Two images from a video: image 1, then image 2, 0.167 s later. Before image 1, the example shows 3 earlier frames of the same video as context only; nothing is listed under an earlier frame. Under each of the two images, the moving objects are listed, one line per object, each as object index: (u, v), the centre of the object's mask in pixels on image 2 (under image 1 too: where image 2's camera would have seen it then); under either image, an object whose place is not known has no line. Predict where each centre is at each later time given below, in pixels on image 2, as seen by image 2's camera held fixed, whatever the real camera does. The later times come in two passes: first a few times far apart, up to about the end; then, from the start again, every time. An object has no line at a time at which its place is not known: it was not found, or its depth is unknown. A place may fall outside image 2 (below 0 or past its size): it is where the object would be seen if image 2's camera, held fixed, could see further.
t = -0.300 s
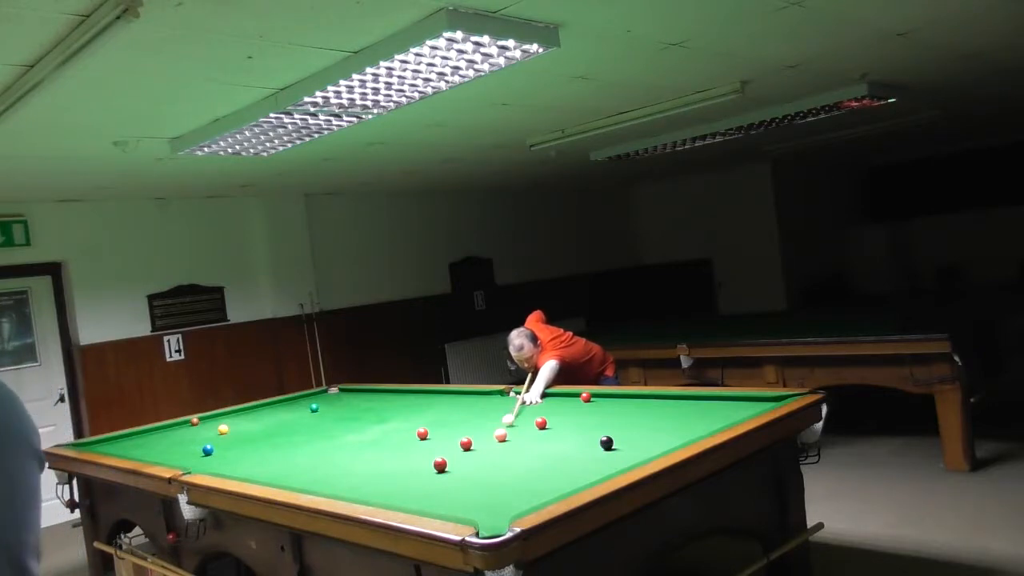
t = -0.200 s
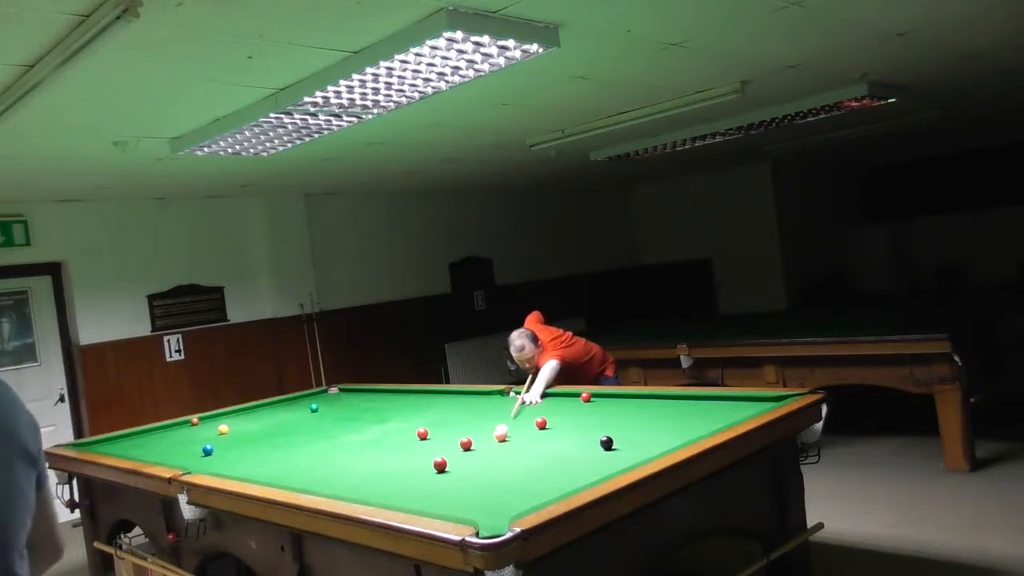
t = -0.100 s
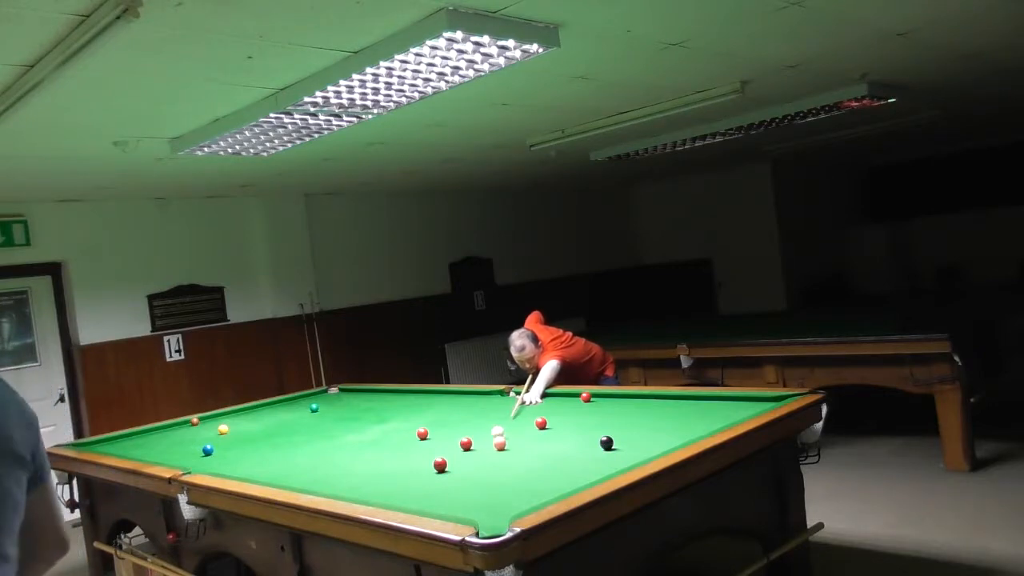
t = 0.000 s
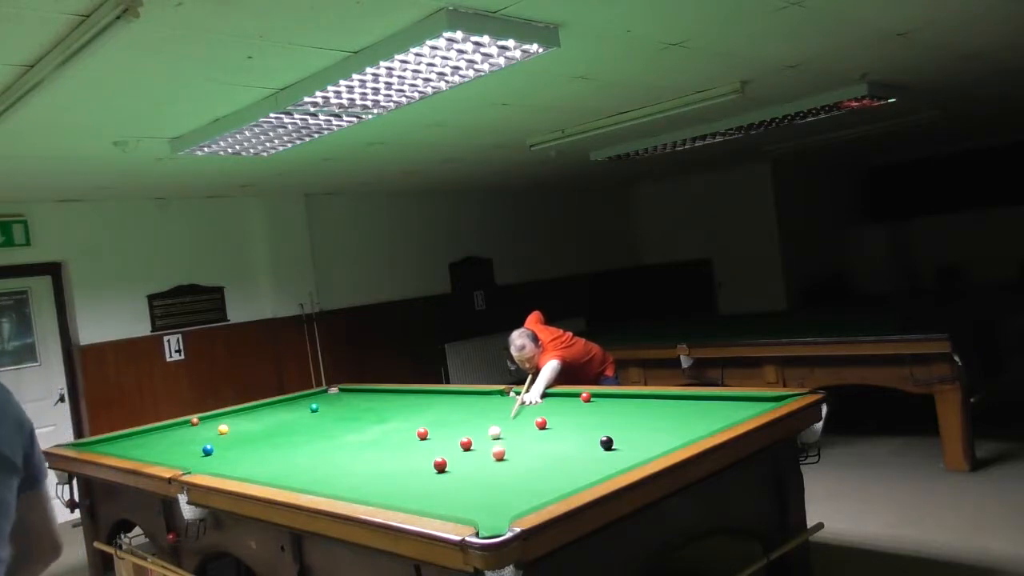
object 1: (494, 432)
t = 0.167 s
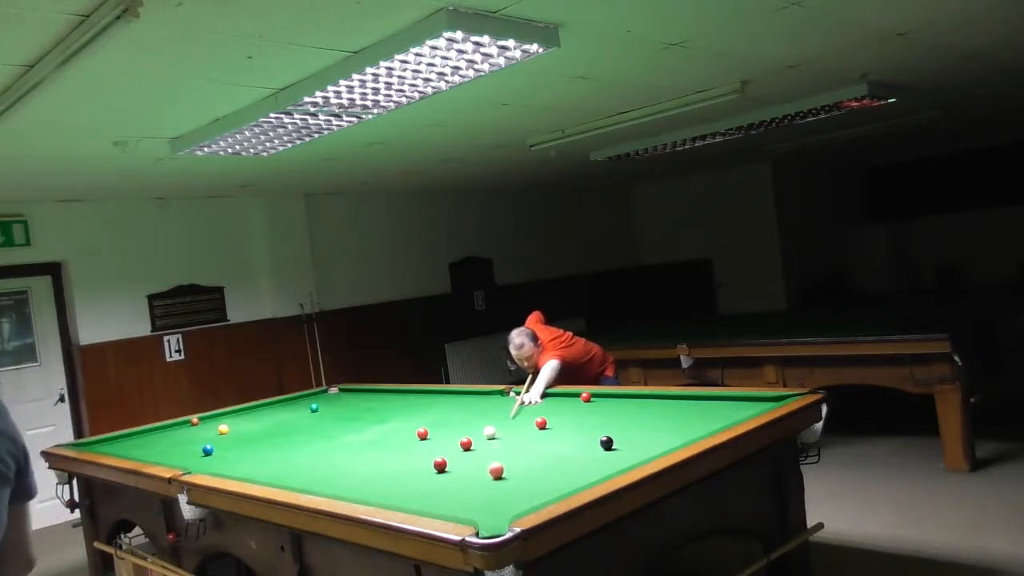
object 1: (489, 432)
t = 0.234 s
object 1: (488, 432)
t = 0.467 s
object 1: (483, 432)
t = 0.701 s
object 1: (479, 432)
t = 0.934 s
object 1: (477, 432)
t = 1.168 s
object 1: (475, 432)
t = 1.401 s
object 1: (475, 432)
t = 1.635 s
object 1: (475, 432)
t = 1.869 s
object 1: (474, 432)
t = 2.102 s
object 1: (474, 432)
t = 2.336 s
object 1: (474, 432)
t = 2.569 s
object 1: (474, 432)
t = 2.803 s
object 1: (475, 433)
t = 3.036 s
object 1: (475, 432)
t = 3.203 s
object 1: (475, 432)
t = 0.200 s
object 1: (489, 432)
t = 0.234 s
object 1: (488, 432)
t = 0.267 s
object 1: (487, 432)
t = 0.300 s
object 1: (487, 432)
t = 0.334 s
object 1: (486, 432)
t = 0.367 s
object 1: (485, 432)
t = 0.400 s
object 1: (485, 432)
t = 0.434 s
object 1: (484, 432)
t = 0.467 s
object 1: (483, 432)
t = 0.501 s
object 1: (483, 432)
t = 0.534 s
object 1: (482, 432)
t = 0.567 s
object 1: (482, 432)
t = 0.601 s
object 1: (481, 432)
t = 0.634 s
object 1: (481, 432)
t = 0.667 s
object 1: (480, 432)
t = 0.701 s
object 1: (479, 432)
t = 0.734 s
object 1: (479, 432)
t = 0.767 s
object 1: (478, 432)
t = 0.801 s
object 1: (479, 432)
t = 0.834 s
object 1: (478, 432)
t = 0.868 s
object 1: (477, 432)
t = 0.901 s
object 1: (477, 432)
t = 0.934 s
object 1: (477, 432)
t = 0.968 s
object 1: (477, 432)
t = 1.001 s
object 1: (477, 432)
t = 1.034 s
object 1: (476, 432)
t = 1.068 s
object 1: (476, 432)
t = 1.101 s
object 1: (476, 432)
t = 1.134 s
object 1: (476, 432)
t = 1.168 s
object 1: (475, 432)
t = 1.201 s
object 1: (475, 432)
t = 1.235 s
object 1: (475, 432)
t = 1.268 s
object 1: (475, 432)
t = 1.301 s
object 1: (475, 432)
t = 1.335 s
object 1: (475, 432)
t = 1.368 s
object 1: (475, 432)
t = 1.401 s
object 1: (475, 432)
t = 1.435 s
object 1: (475, 432)
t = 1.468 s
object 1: (475, 432)
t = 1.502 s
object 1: (475, 432)
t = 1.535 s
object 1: (475, 432)
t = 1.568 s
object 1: (475, 432)
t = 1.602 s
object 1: (475, 432)
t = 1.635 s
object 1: (475, 432)
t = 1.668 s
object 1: (475, 432)
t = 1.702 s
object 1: (475, 432)
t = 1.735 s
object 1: (475, 432)
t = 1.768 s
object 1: (475, 432)
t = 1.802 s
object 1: (475, 432)
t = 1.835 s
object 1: (474, 432)
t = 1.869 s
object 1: (474, 432)
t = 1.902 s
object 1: (474, 432)
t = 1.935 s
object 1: (475, 433)
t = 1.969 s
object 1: (474, 432)
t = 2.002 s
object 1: (474, 432)
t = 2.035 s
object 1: (474, 432)
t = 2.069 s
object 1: (475, 433)
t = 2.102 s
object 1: (474, 432)
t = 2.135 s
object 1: (474, 432)
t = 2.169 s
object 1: (474, 432)
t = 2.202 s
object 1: (474, 432)
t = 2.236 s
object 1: (474, 432)
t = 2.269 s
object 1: (474, 432)
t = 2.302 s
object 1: (474, 432)
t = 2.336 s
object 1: (474, 432)
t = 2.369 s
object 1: (474, 432)
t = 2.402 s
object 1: (475, 432)
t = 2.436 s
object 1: (474, 432)
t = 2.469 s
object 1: (475, 432)
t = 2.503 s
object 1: (474, 432)
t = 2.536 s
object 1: (474, 432)
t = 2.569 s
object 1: (474, 432)
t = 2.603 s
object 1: (474, 432)
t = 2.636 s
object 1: (474, 432)
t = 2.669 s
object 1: (475, 432)
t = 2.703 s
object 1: (474, 432)
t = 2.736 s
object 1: (475, 433)
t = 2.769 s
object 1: (474, 432)
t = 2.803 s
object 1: (475, 433)
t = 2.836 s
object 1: (474, 432)
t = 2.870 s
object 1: (474, 433)
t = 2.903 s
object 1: (475, 432)
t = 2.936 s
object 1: (474, 432)
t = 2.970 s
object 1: (475, 432)
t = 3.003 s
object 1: (475, 432)
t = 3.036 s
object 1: (475, 432)
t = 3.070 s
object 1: (475, 432)
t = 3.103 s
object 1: (475, 432)
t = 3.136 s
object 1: (474, 432)
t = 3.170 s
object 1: (475, 432)
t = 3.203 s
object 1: (475, 432)
